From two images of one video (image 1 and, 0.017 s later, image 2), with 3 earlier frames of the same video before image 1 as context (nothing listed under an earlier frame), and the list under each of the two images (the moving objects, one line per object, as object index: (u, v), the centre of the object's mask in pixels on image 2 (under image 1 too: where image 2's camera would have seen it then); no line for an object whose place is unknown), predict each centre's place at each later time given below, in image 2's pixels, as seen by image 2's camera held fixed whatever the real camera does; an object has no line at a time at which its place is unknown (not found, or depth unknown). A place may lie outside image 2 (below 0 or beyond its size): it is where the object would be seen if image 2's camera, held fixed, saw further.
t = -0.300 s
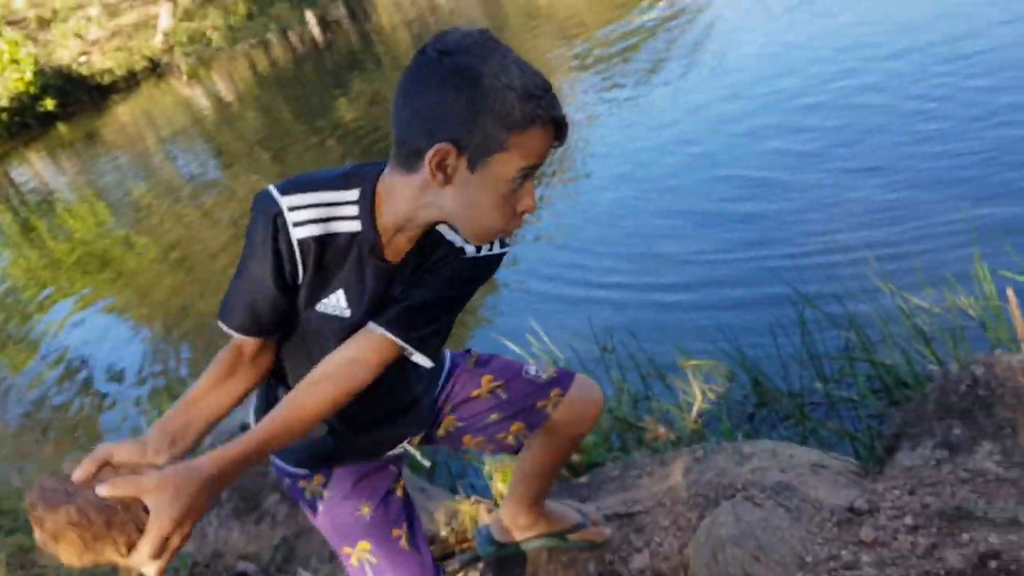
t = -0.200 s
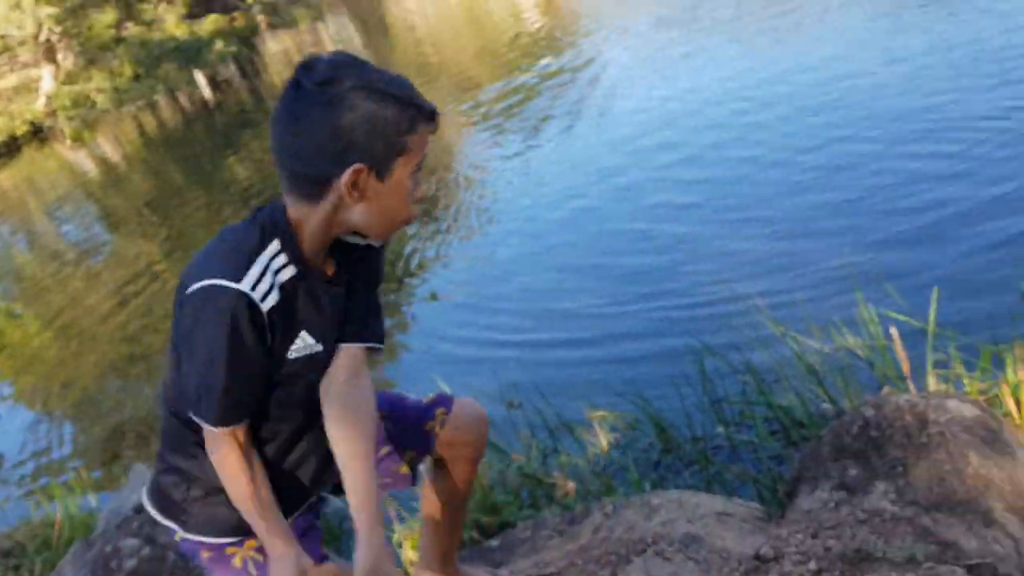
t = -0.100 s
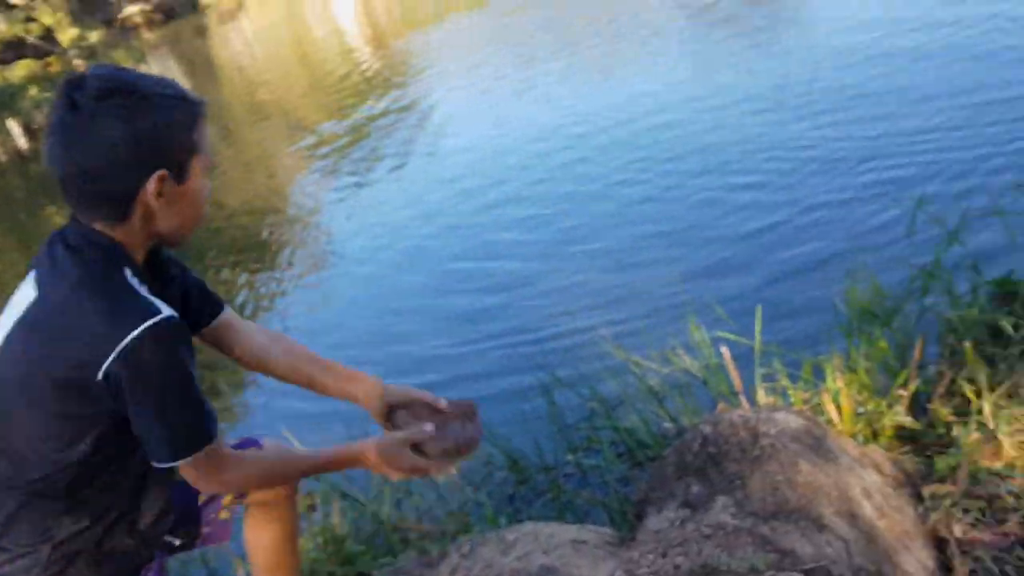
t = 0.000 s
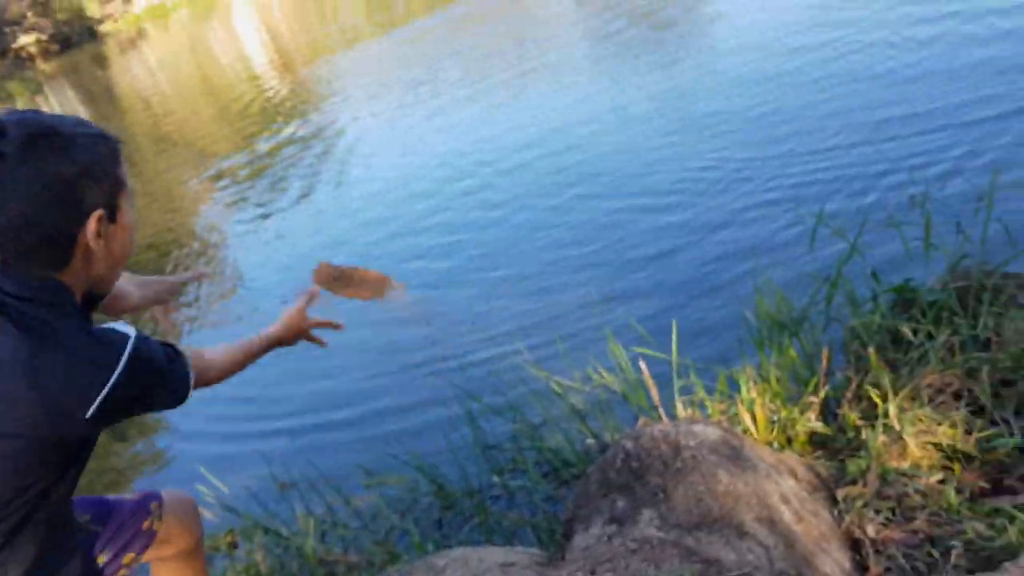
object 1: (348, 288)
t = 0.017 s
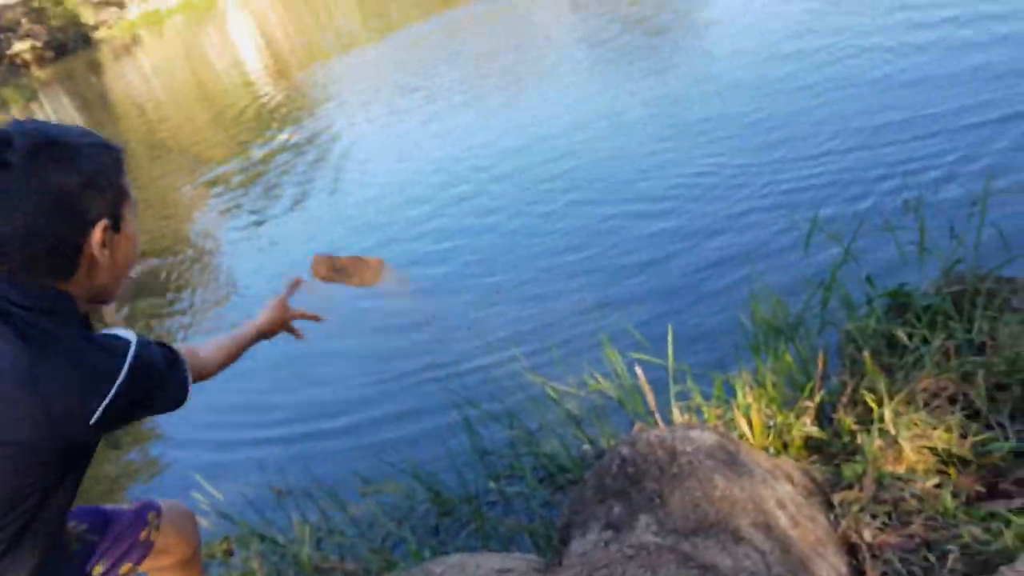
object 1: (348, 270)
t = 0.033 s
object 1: (349, 255)
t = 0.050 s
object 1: (350, 242)
